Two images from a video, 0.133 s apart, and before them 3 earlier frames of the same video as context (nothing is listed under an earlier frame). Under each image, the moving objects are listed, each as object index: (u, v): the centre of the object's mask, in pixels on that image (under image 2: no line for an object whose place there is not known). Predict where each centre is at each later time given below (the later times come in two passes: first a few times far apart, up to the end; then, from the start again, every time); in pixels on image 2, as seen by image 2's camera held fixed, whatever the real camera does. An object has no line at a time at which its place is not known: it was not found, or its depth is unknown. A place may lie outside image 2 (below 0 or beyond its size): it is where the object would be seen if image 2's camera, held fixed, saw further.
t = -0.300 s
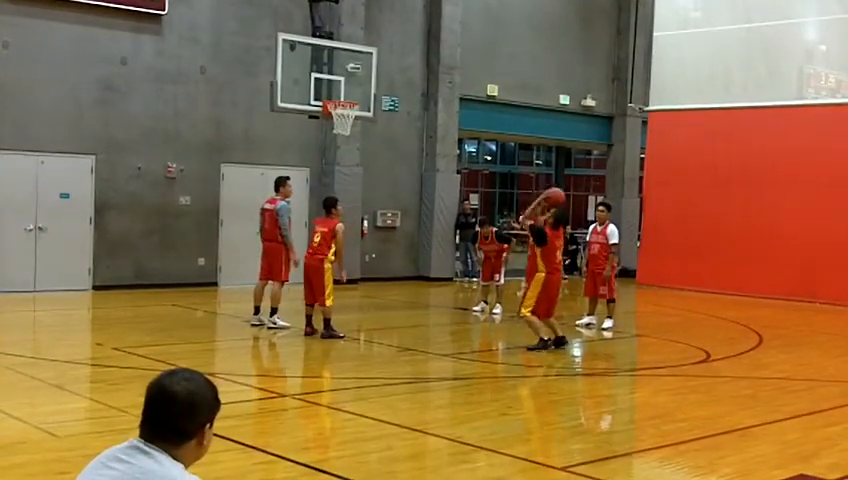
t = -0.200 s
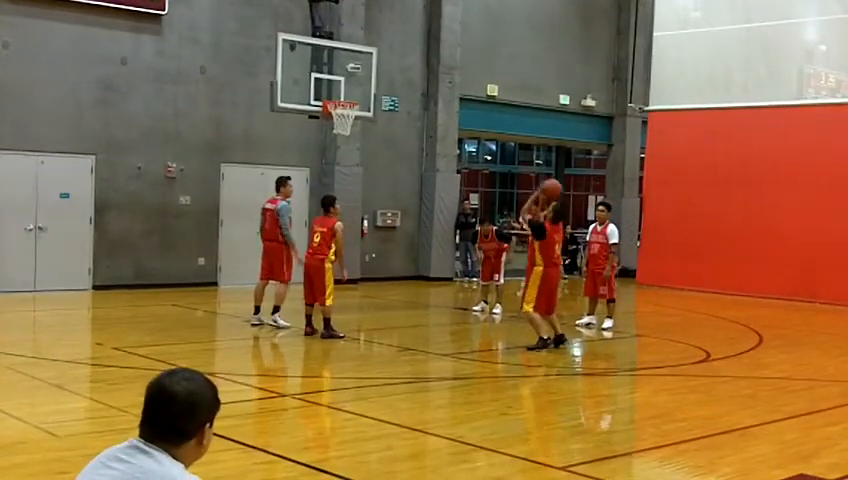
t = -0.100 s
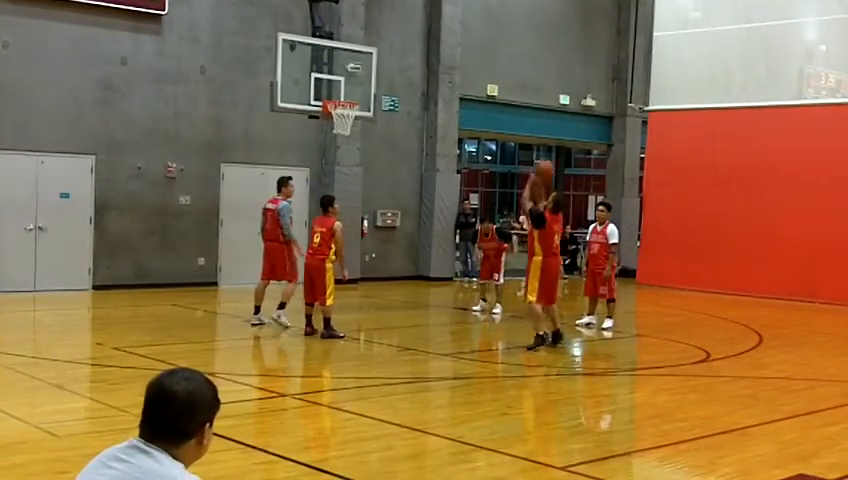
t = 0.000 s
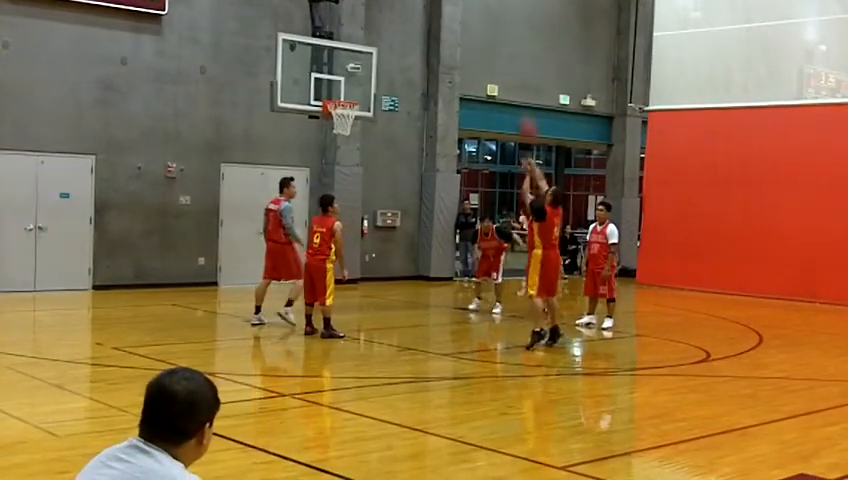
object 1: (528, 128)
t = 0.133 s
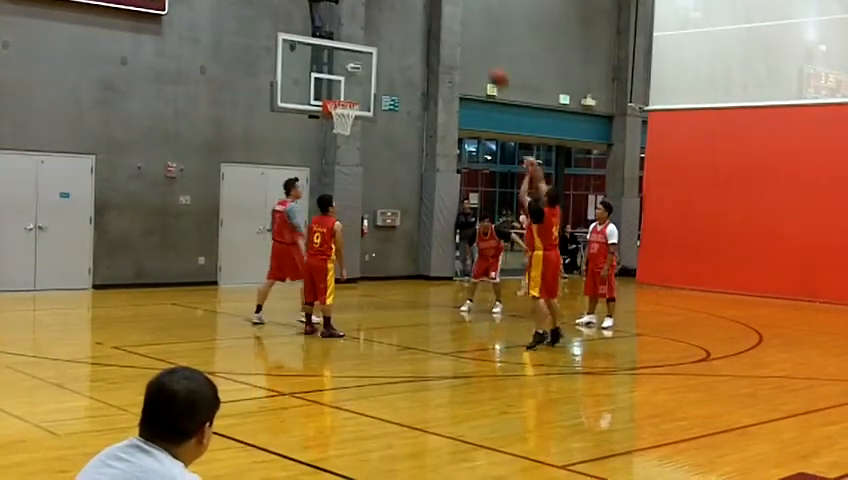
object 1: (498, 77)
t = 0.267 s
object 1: (471, 43)
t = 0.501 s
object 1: (428, 19)
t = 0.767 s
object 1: (383, 41)
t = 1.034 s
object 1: (342, 105)
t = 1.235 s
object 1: (334, 126)
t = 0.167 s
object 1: (491, 69)
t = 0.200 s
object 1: (485, 59)
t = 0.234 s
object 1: (478, 52)
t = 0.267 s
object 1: (471, 43)
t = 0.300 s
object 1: (465, 39)
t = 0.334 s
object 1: (459, 33)
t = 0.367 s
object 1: (452, 28)
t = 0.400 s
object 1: (447, 24)
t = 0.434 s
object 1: (440, 22)
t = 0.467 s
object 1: (432, 20)
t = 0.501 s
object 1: (428, 19)
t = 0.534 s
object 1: (425, 19)
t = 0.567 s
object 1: (415, 21)
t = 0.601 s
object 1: (411, 22)
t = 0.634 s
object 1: (405, 24)
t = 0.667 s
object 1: (399, 27)
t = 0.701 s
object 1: (394, 31)
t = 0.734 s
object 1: (389, 36)
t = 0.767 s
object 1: (383, 41)
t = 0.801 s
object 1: (377, 48)
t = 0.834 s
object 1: (371, 55)
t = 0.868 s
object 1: (366, 62)
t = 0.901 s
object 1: (360, 71)
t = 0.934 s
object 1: (357, 77)
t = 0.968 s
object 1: (350, 89)
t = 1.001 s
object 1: (344, 95)
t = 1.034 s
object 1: (342, 105)
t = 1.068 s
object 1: (341, 110)
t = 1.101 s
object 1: (338, 116)
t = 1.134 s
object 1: (335, 119)
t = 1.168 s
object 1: (335, 120)
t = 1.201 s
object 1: (334, 124)
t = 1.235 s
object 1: (334, 126)
